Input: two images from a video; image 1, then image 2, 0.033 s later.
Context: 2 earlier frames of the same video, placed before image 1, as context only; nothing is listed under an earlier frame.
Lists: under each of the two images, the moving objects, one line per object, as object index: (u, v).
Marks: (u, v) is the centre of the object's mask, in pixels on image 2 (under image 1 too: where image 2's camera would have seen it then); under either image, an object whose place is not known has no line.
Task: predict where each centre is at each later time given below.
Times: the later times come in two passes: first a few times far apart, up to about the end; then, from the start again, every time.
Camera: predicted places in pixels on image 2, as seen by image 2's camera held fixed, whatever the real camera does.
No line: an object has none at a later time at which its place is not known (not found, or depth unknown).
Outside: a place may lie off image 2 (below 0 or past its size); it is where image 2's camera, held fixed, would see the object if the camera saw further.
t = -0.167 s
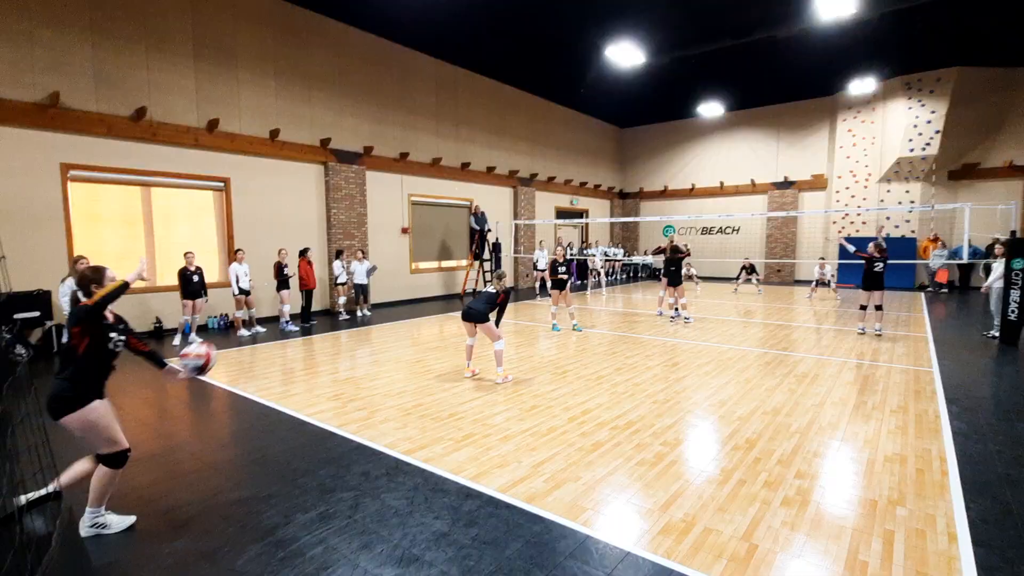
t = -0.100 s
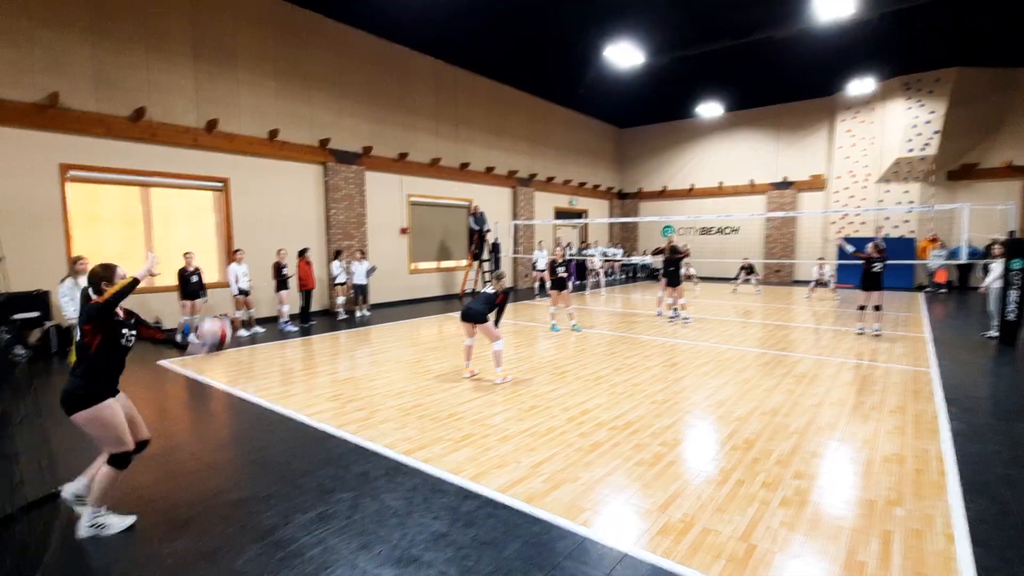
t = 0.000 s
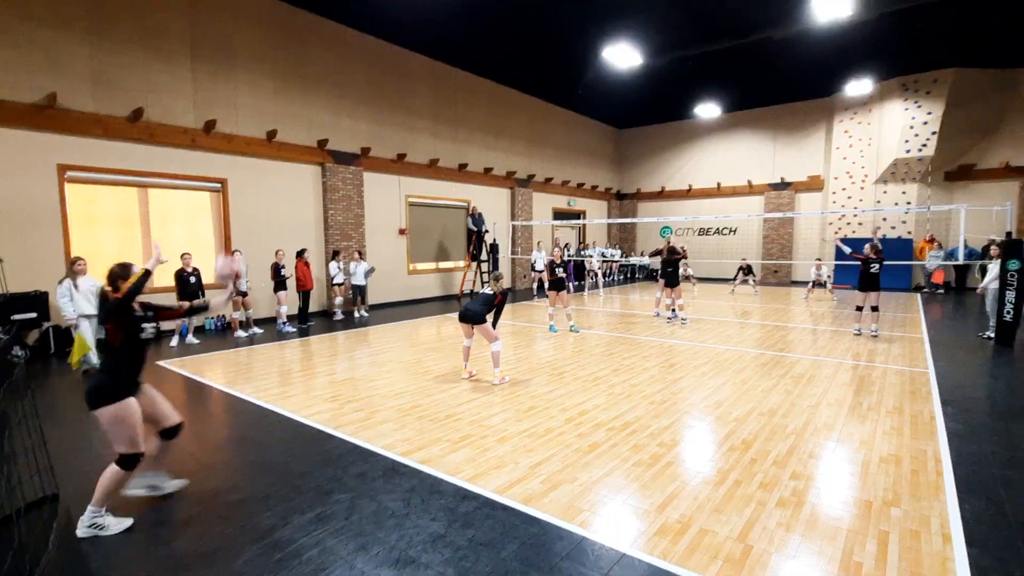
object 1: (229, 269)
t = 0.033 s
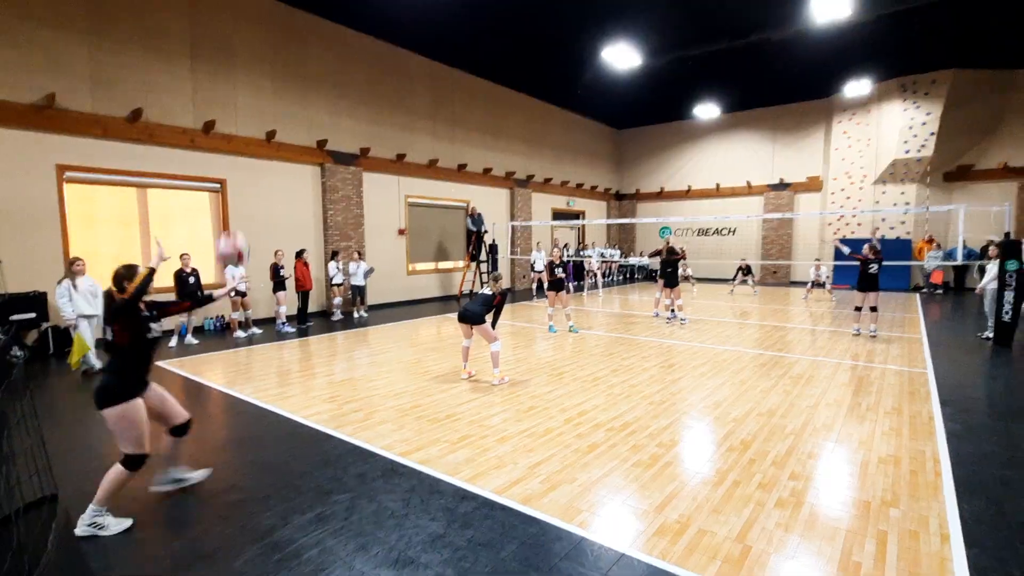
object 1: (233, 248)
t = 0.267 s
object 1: (259, 152)
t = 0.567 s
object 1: (296, 144)
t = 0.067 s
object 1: (237, 229)
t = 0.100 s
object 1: (240, 213)
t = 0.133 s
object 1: (243, 197)
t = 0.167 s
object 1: (248, 182)
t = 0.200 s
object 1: (251, 170)
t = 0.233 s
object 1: (255, 161)
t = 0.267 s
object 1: (259, 152)
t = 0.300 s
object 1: (263, 144)
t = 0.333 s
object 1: (267, 141)
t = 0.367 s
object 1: (271, 137)
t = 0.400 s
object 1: (276, 135)
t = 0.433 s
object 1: (279, 134)
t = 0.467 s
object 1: (283, 135)
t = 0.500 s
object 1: (288, 136)
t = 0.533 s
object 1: (291, 139)
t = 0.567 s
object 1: (296, 144)
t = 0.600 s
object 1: (300, 150)
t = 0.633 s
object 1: (304, 158)
